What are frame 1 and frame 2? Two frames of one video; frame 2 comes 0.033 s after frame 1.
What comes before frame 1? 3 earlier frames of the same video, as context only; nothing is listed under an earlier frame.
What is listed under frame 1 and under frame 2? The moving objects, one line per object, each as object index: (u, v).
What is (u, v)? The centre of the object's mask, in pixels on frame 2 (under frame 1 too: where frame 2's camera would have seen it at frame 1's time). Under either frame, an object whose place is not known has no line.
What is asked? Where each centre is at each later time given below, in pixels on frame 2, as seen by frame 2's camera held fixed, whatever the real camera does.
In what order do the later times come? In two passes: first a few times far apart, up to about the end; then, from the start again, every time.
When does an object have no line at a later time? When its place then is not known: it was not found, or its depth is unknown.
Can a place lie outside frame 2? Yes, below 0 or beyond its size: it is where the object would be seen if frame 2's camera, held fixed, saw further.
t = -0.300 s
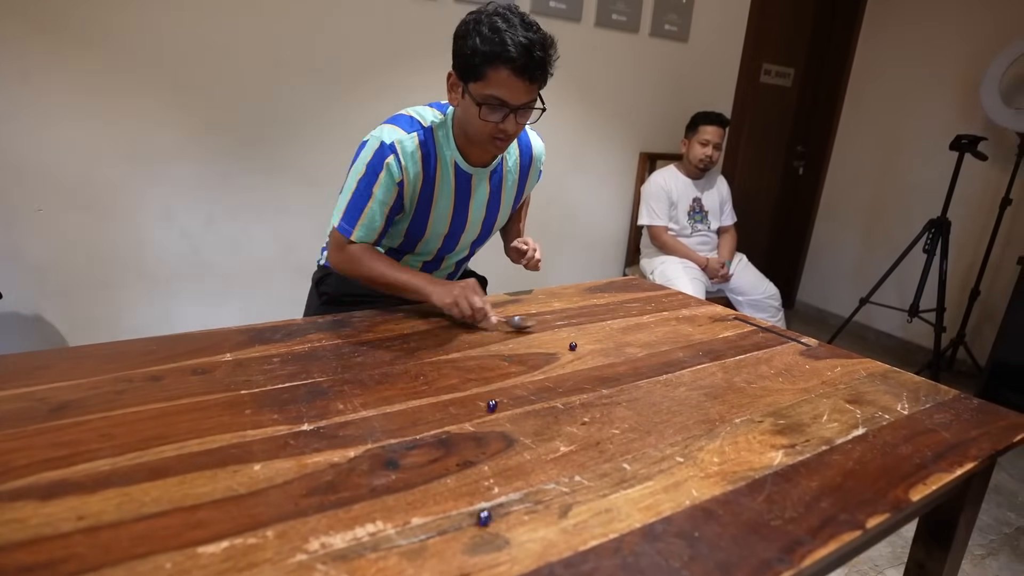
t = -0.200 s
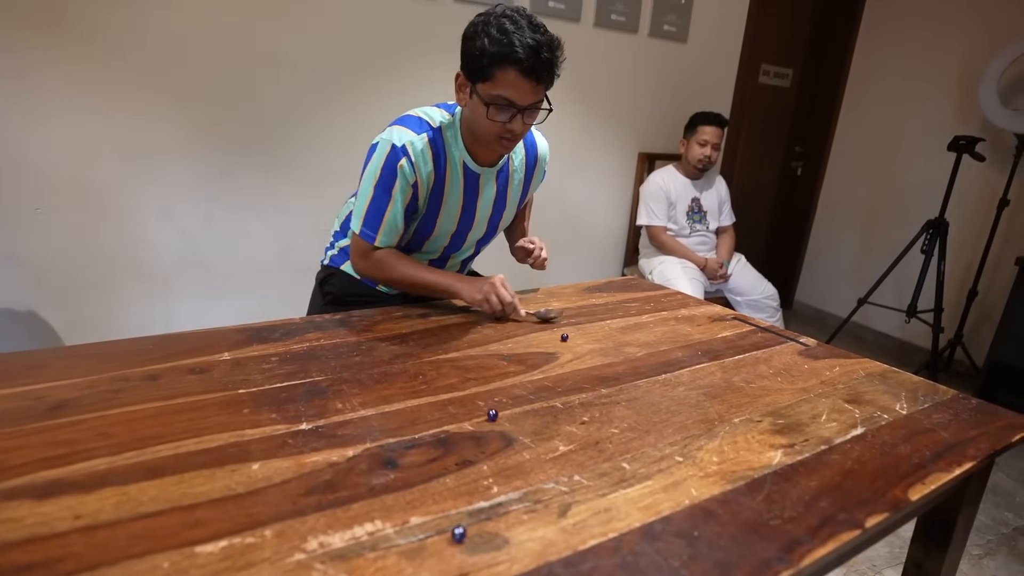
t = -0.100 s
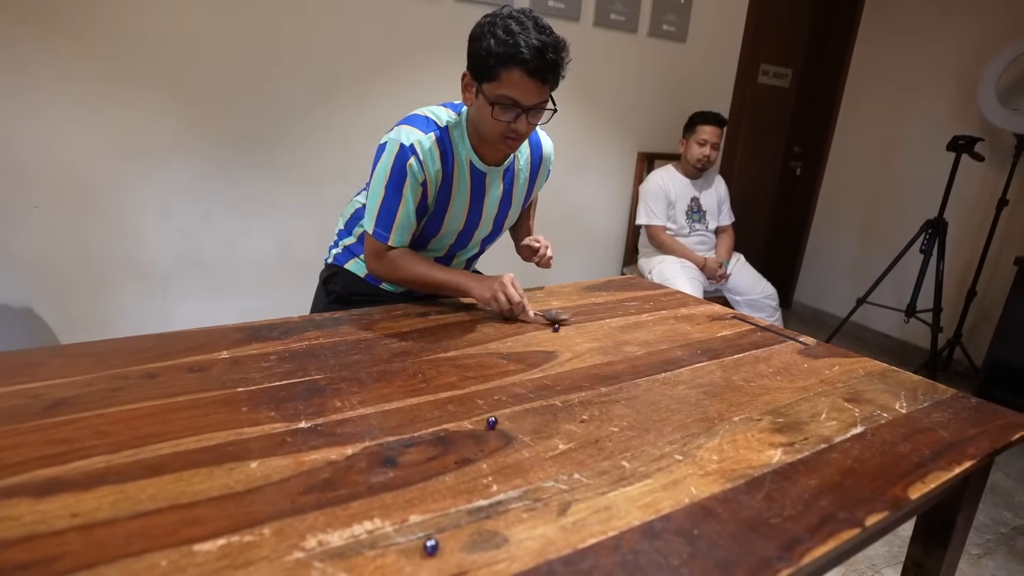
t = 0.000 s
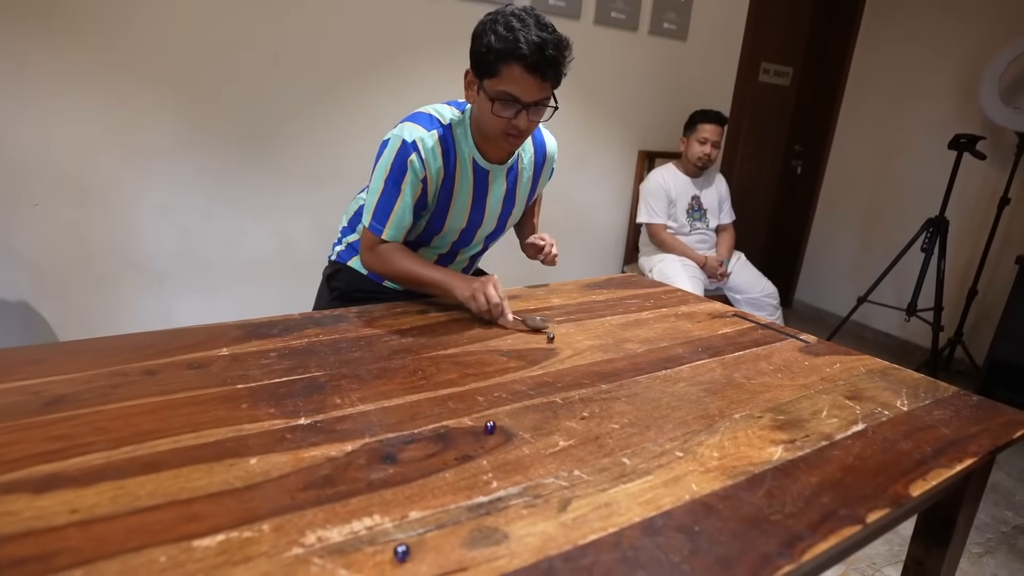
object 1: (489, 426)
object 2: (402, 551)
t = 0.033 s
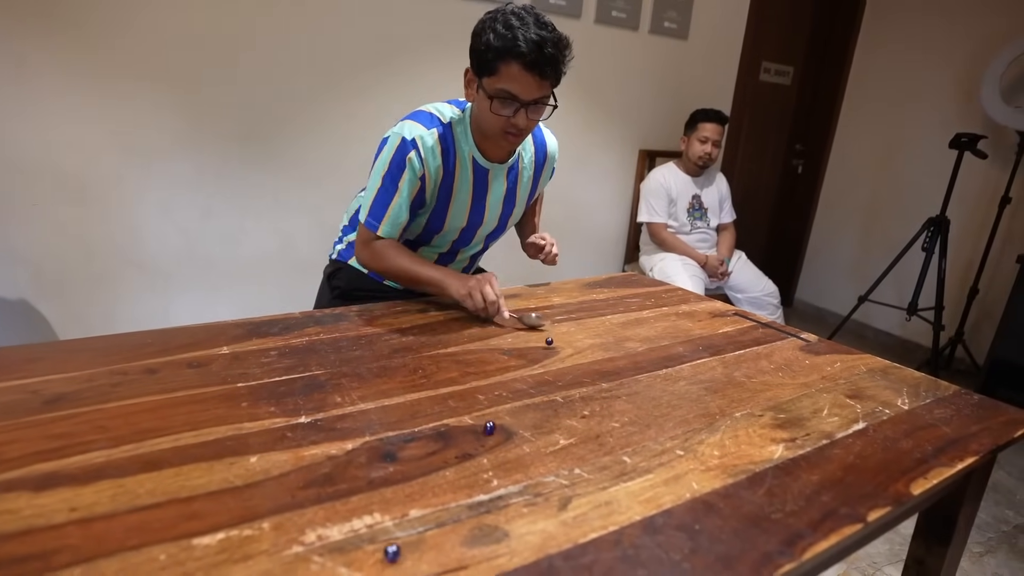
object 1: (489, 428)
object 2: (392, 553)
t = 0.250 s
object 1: (478, 437)
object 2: (329, 554)
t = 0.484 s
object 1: (460, 437)
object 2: (270, 530)
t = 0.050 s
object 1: (488, 429)
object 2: (387, 553)
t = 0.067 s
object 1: (487, 430)
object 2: (382, 555)
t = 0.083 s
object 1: (487, 431)
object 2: (377, 555)
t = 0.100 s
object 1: (486, 431)
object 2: (372, 556)
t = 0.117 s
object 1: (485, 432)
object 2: (367, 556)
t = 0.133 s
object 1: (484, 433)
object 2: (362, 556)
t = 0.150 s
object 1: (484, 434)
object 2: (358, 556)
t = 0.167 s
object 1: (483, 435)
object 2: (352, 557)
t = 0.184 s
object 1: (482, 435)
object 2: (348, 556)
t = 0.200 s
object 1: (481, 436)
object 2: (343, 556)
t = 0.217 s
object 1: (480, 436)
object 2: (339, 555)
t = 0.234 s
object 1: (478, 437)
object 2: (333, 555)
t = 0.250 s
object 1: (478, 437)
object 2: (329, 554)
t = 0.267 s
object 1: (477, 438)
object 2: (324, 553)
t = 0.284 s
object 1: (475, 438)
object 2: (320, 553)
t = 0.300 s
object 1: (474, 438)
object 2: (315, 552)
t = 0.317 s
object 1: (473, 438)
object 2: (310, 550)
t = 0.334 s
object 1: (472, 438)
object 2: (306, 549)
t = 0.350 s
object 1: (471, 438)
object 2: (302, 547)
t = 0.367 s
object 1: (469, 439)
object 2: (297, 546)
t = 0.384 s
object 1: (468, 439)
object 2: (293, 543)
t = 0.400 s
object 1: (467, 438)
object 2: (289, 541)
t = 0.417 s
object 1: (466, 439)
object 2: (285, 540)
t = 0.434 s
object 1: (465, 438)
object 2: (282, 538)
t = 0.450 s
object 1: (463, 438)
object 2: (277, 535)
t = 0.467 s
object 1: (462, 438)
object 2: (274, 532)
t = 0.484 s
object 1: (460, 437)
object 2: (270, 530)
